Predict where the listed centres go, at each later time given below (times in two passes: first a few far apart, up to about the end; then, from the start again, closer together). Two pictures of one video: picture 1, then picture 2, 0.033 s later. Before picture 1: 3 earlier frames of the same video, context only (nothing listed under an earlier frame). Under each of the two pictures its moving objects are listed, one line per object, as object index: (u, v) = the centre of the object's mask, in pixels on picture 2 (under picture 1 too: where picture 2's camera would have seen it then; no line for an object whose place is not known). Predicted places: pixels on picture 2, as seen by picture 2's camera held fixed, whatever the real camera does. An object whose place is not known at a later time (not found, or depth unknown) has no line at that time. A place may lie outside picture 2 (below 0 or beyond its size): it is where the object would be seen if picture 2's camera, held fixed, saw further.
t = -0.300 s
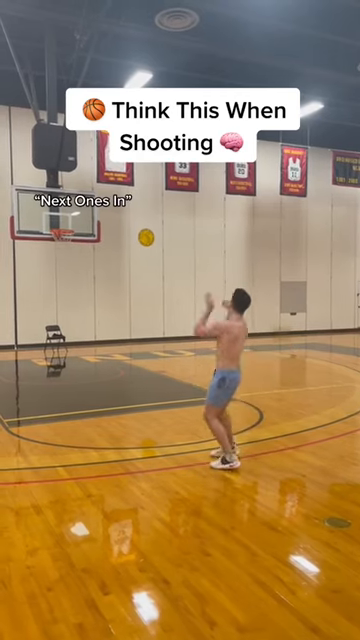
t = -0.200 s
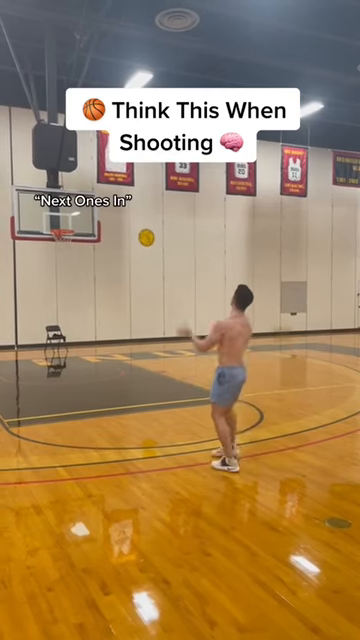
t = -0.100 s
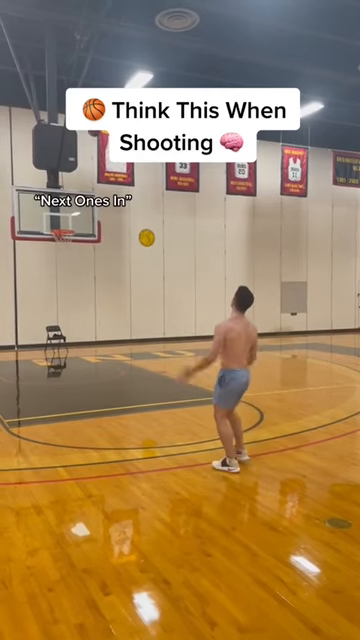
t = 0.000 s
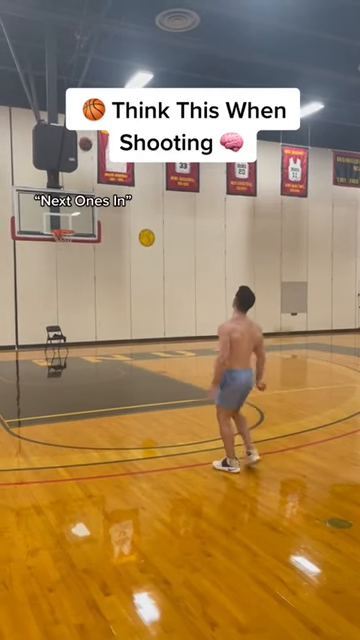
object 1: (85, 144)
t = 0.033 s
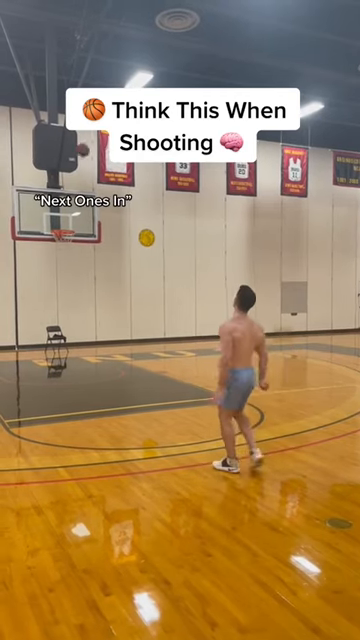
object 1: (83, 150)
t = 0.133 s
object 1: (76, 170)
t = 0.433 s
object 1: (60, 243)
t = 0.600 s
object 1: (64, 277)
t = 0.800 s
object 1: (69, 333)
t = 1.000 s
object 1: (74, 347)
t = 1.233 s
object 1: (83, 309)
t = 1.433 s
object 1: (91, 294)
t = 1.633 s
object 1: (100, 299)
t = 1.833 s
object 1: (111, 324)
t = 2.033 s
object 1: (121, 371)
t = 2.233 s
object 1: (130, 352)
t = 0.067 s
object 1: (81, 156)
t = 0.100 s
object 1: (78, 163)
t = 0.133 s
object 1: (76, 170)
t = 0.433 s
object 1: (60, 243)
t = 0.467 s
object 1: (60, 249)
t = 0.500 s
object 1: (61, 255)
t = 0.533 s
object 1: (62, 262)
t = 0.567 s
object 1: (63, 270)
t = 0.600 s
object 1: (64, 277)
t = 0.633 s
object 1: (65, 286)
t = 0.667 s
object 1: (65, 295)
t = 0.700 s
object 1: (66, 304)
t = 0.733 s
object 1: (67, 313)
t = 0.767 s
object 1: (68, 324)
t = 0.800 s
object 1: (69, 333)
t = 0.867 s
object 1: (70, 356)
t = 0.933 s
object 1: (72, 362)
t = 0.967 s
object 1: (73, 354)
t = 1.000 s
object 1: (74, 347)
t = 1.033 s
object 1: (75, 339)
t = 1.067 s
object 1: (76, 334)
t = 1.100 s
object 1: (78, 328)
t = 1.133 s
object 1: (79, 322)
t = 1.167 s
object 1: (80, 317)
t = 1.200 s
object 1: (81, 312)
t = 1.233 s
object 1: (83, 309)
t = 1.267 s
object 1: (84, 305)
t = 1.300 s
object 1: (86, 302)
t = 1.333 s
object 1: (87, 299)
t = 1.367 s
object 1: (89, 297)
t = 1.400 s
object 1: (90, 295)
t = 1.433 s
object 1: (91, 294)
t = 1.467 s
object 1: (93, 294)
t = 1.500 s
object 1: (94, 294)
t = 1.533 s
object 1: (96, 295)
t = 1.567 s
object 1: (97, 295)
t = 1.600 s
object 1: (99, 297)
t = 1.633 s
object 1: (100, 299)
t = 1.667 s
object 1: (102, 302)
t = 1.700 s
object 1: (104, 305)
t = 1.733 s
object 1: (105, 309)
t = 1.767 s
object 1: (107, 313)
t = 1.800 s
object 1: (109, 319)
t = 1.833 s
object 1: (111, 324)
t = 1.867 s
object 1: (112, 330)
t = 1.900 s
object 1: (114, 337)
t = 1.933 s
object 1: (116, 346)
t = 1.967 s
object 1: (117, 353)
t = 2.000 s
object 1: (119, 361)
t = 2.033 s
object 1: (121, 371)
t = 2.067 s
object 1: (122, 381)
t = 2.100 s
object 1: (123, 375)
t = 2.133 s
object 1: (125, 368)
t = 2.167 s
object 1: (126, 362)
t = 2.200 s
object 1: (128, 357)
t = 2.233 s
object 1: (130, 352)
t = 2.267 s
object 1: (131, 349)
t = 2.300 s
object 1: (132, 346)
